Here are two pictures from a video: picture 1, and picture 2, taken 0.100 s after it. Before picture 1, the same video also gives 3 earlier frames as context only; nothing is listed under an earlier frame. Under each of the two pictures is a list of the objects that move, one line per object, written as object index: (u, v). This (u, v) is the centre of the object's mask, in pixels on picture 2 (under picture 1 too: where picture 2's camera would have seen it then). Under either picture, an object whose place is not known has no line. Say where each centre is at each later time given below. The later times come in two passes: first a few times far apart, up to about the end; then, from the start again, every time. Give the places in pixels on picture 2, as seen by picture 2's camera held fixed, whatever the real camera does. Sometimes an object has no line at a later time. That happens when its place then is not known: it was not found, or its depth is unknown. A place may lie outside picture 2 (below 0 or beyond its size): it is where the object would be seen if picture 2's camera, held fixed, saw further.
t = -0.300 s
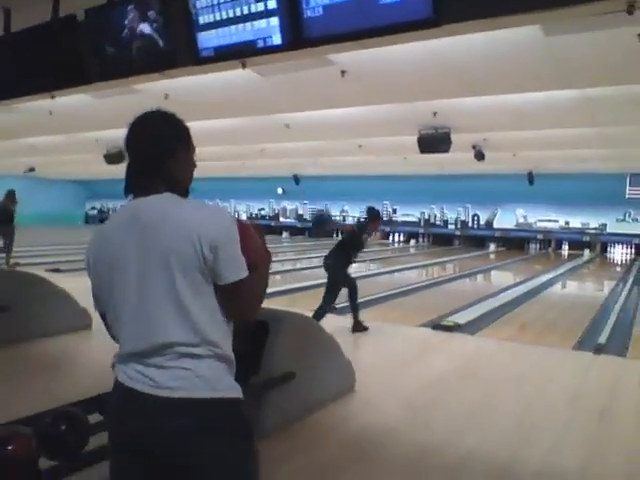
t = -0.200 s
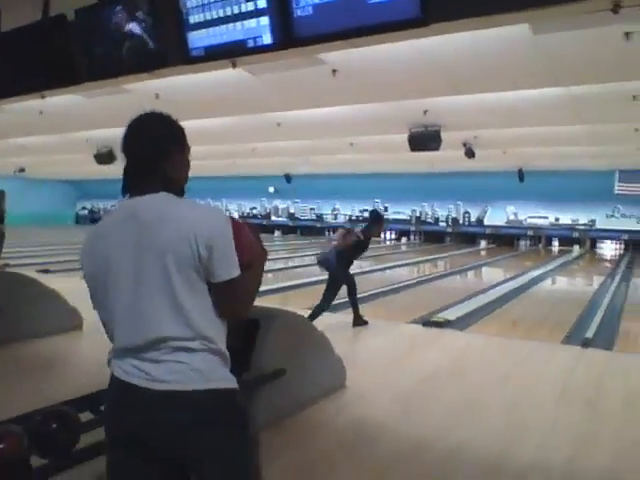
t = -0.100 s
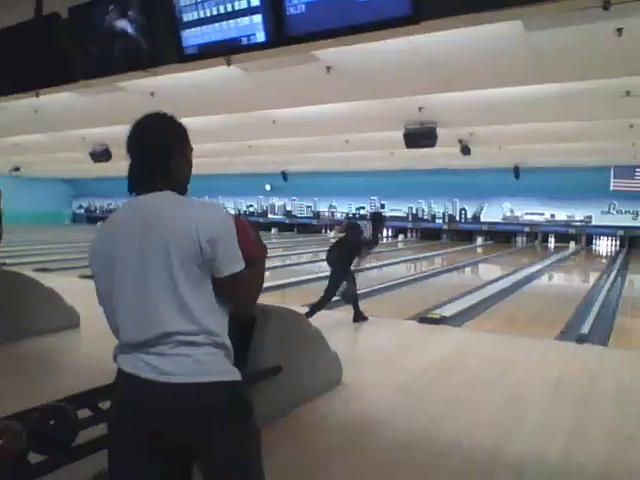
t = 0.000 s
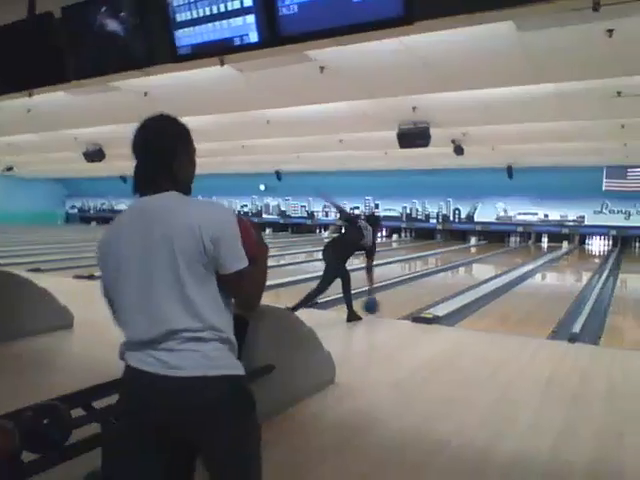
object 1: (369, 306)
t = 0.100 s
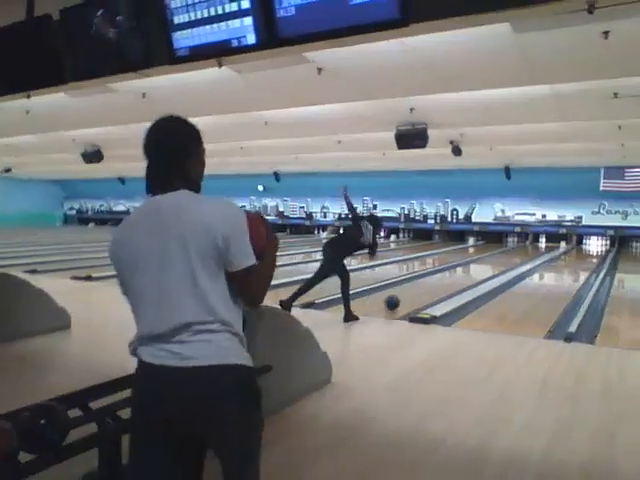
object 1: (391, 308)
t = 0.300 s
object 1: (428, 291)
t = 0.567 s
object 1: (463, 278)
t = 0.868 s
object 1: (489, 269)
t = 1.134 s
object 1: (505, 262)
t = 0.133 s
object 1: (398, 304)
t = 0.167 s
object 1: (405, 300)
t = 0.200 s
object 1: (411, 298)
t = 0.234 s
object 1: (417, 295)
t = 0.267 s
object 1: (422, 293)
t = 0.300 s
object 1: (428, 291)
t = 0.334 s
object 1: (433, 289)
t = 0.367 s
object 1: (438, 287)
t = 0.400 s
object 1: (443, 286)
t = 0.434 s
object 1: (447, 284)
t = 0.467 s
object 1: (451, 282)
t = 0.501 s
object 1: (455, 281)
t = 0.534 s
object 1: (459, 279)
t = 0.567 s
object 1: (463, 278)
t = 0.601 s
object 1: (467, 276)
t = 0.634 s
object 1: (470, 275)
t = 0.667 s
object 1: (472, 274)
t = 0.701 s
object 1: (475, 273)
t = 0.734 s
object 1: (478, 272)
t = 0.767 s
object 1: (481, 272)
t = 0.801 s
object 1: (483, 270)
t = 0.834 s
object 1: (486, 269)
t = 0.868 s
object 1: (489, 269)
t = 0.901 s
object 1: (491, 267)
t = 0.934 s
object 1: (493, 267)
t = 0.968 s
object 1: (496, 266)
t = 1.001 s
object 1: (497, 265)
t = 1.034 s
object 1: (499, 264)
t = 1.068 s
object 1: (501, 264)
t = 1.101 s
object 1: (503, 264)
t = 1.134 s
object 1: (505, 262)
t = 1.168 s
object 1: (506, 261)
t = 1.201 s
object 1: (508, 261)
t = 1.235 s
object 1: (510, 260)
